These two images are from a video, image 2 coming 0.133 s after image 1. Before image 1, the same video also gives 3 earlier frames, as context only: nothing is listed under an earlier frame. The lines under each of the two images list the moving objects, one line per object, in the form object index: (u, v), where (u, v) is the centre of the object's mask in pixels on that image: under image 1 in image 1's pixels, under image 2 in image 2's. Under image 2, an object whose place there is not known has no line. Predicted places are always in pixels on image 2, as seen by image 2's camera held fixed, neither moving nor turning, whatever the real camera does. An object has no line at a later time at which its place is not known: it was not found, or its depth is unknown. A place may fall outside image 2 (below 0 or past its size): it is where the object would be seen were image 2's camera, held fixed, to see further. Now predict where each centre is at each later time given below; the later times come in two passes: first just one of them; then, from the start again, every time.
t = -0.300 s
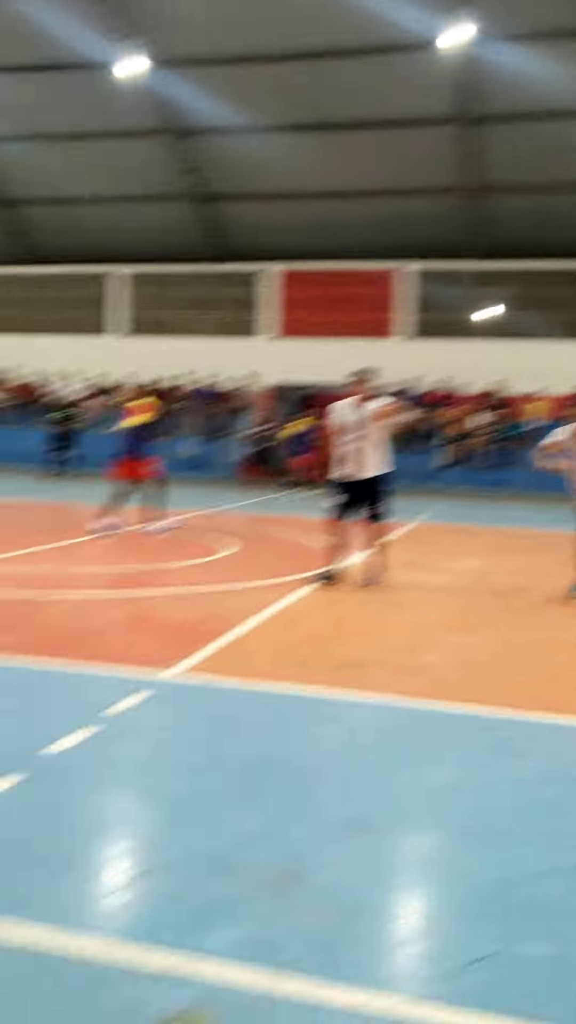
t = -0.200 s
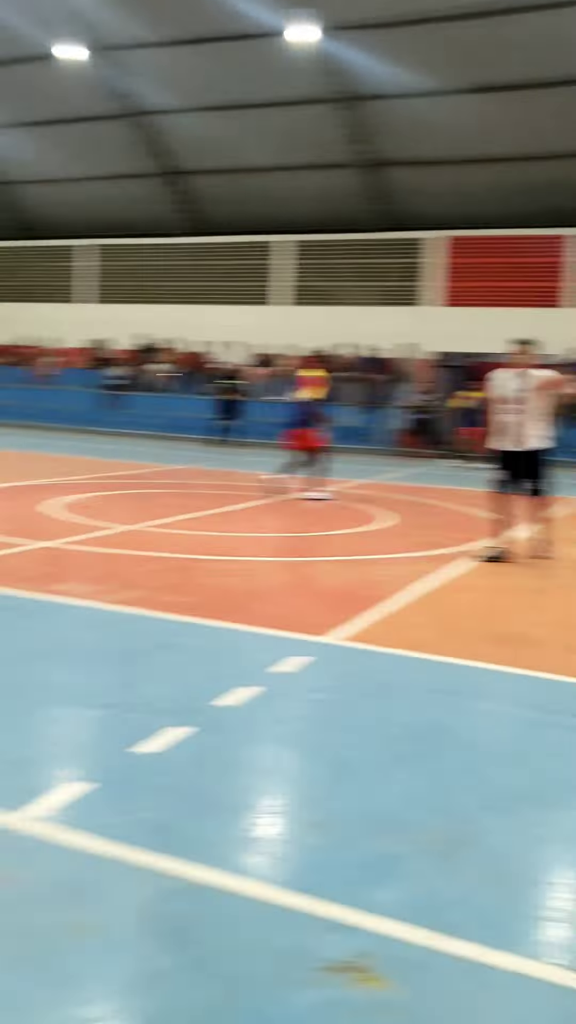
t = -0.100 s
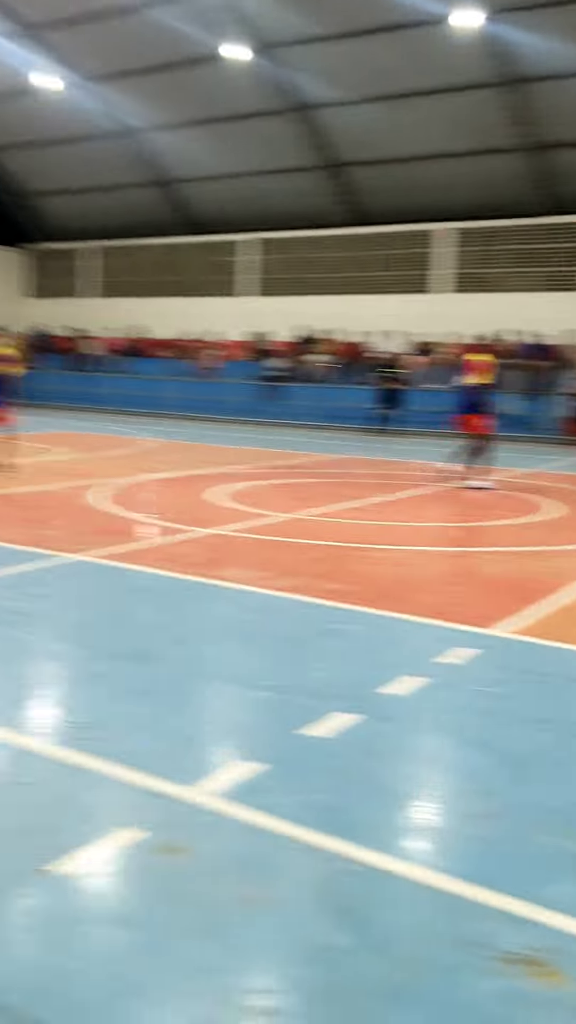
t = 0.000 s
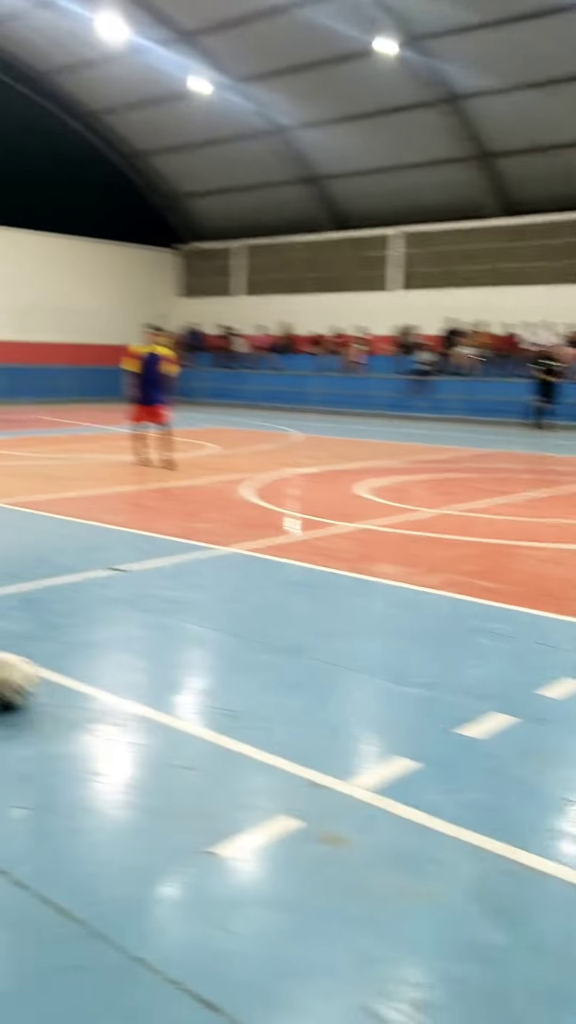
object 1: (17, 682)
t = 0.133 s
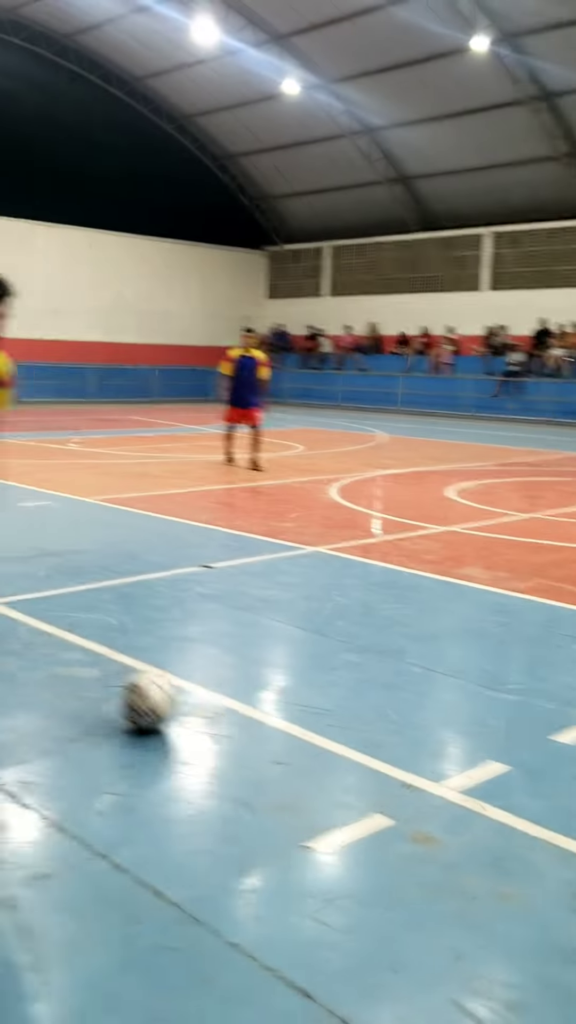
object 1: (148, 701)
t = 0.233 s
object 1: (186, 729)
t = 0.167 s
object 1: (161, 710)
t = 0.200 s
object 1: (173, 718)
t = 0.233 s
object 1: (186, 729)
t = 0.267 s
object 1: (200, 737)
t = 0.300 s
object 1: (216, 749)
